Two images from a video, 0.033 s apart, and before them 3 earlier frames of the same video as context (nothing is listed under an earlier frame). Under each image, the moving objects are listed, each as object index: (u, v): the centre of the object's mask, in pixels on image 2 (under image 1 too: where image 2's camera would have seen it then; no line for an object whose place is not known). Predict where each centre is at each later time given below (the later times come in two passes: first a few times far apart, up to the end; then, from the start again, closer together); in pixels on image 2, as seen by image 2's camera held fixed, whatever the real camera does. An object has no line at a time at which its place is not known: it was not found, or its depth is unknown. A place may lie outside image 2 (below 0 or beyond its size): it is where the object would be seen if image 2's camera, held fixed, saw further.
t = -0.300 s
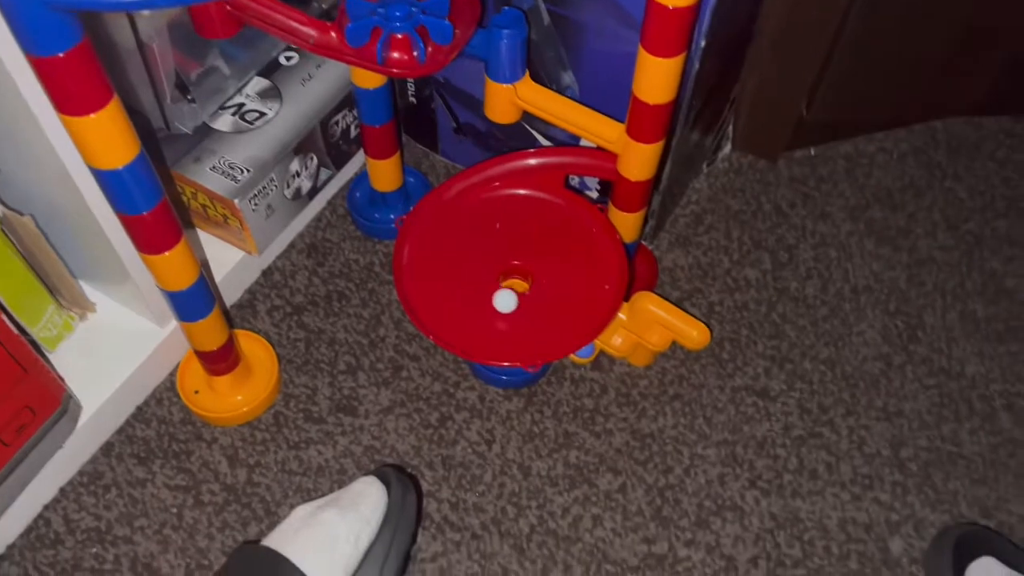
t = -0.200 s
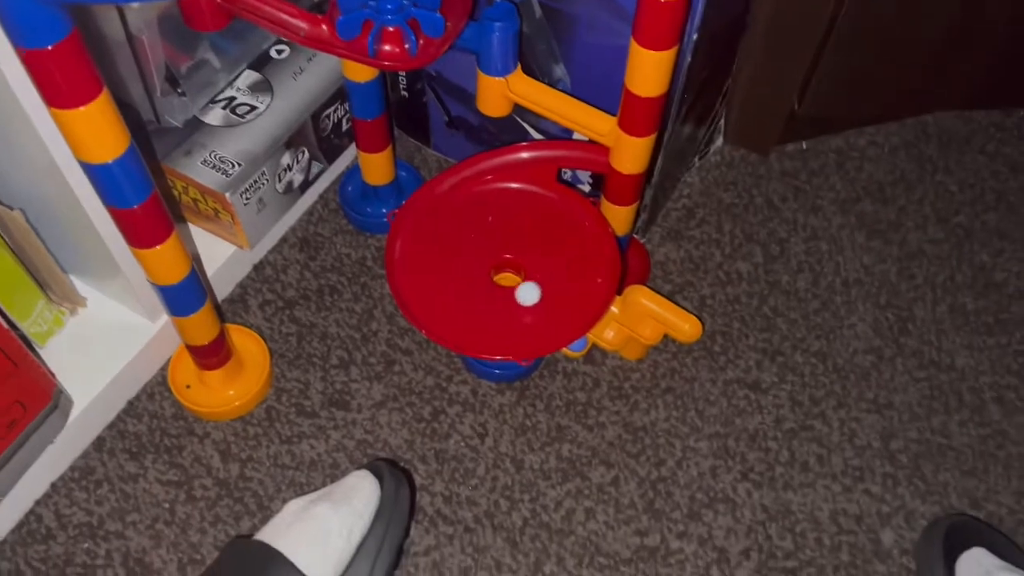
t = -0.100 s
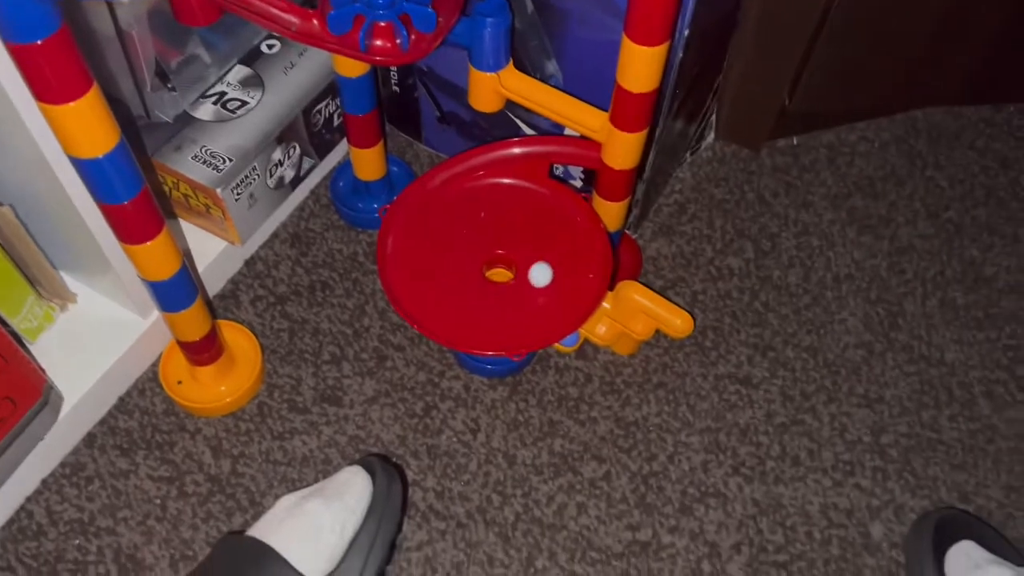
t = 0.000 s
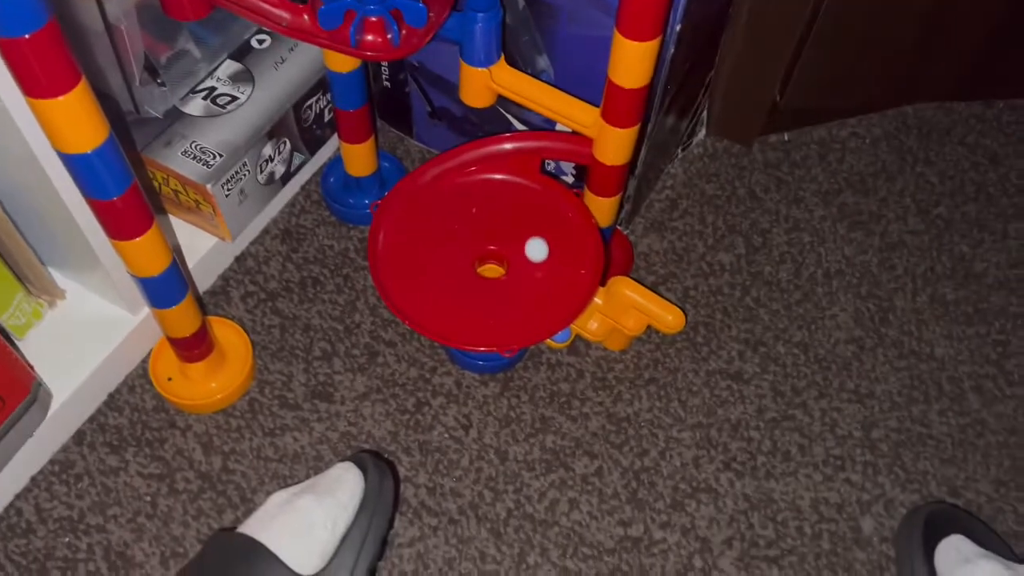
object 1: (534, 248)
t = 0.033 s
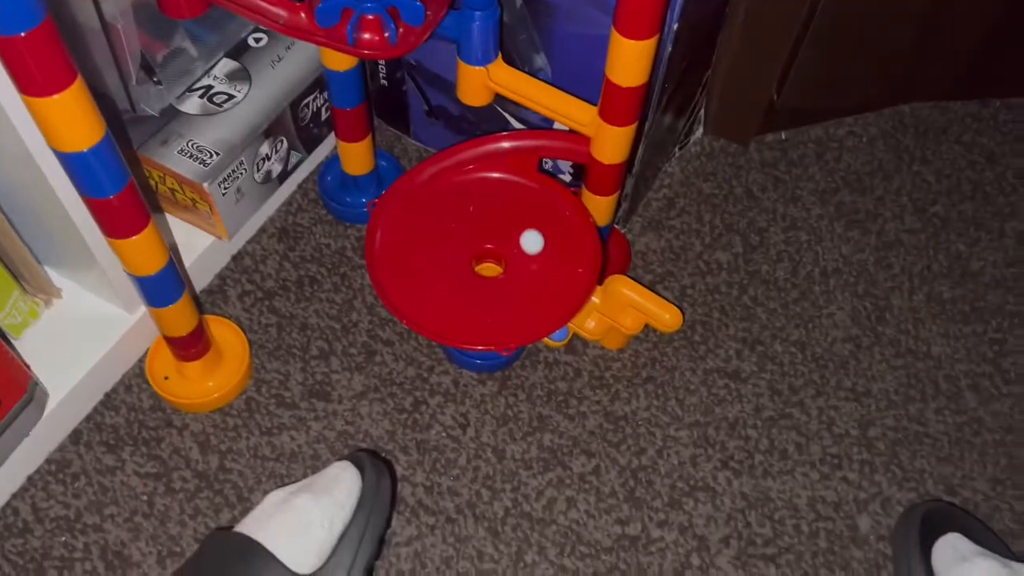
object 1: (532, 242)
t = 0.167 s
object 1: (507, 222)
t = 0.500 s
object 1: (443, 251)
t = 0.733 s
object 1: (490, 278)
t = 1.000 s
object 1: (526, 238)
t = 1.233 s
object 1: (479, 226)
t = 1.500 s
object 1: (460, 267)
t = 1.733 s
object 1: (512, 267)
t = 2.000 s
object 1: (496, 232)
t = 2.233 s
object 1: (460, 248)
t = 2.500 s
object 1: (499, 268)
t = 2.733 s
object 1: (506, 238)
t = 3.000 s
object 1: (467, 258)
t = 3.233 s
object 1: (501, 264)
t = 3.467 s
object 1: (489, 270)
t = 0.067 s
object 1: (527, 235)
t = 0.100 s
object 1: (522, 229)
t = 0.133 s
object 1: (515, 225)
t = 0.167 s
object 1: (507, 222)
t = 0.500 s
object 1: (443, 251)
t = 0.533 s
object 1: (445, 257)
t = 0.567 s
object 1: (448, 263)
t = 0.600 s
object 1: (454, 269)
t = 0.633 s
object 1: (461, 273)
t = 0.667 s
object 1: (469, 277)
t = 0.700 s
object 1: (479, 278)
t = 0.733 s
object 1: (490, 278)
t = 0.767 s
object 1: (500, 276)
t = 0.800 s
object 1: (509, 273)
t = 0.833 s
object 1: (516, 268)
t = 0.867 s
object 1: (523, 262)
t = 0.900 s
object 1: (526, 256)
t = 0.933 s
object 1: (528, 250)
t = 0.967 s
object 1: (528, 244)
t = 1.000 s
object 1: (526, 238)
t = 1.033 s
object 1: (522, 233)
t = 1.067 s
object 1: (517, 229)
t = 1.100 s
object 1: (511, 226)
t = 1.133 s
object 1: (503, 224)
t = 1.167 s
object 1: (495, 223)
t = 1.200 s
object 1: (488, 224)
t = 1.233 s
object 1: (479, 226)
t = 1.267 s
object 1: (472, 229)
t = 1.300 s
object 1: (465, 233)
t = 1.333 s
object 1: (460, 238)
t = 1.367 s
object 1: (456, 244)
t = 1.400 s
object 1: (454, 250)
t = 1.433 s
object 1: (454, 256)
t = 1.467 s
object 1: (456, 262)
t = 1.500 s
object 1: (460, 267)
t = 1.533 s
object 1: (466, 272)
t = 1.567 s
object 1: (473, 275)
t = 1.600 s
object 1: (481, 276)
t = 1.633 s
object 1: (490, 276)
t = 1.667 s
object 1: (498, 275)
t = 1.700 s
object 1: (505, 272)
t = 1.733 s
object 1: (512, 267)
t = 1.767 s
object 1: (516, 262)
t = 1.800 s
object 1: (518, 257)
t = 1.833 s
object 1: (518, 252)
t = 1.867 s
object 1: (517, 246)
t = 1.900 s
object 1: (514, 241)
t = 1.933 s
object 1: (509, 237)
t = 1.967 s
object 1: (503, 234)
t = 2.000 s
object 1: (496, 232)
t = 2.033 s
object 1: (489, 231)
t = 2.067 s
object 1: (482, 231)
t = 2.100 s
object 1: (476, 232)
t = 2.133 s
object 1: (470, 235)
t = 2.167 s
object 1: (465, 239)
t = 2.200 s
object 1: (461, 243)
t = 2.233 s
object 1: (460, 248)
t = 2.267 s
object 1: (459, 253)
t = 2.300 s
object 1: (461, 258)
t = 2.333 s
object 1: (465, 263)
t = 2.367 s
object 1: (470, 267)
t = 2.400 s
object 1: (477, 270)
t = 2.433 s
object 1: (484, 271)
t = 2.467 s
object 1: (492, 271)
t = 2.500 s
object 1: (499, 268)
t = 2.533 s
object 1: (506, 265)
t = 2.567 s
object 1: (510, 260)
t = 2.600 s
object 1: (513, 255)
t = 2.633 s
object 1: (513, 250)
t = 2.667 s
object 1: (513, 245)
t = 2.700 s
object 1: (510, 241)
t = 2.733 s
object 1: (506, 238)
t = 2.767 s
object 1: (501, 236)
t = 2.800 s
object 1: (495, 236)
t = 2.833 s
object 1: (488, 237)
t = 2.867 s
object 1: (481, 239)
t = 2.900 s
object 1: (475, 242)
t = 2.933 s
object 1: (471, 247)
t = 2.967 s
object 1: (468, 253)
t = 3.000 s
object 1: (467, 258)
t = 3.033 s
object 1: (468, 262)
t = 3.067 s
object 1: (472, 266)
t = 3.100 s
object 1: (477, 269)
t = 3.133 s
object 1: (483, 270)
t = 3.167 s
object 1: (490, 270)
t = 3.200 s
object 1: (496, 268)
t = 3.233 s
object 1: (501, 264)
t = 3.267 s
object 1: (503, 259)
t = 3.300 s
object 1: (499, 253)
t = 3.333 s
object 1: (489, 252)
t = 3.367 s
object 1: (484, 263)
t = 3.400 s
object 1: (492, 264)
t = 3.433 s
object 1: (488, 269)
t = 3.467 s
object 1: (489, 270)
